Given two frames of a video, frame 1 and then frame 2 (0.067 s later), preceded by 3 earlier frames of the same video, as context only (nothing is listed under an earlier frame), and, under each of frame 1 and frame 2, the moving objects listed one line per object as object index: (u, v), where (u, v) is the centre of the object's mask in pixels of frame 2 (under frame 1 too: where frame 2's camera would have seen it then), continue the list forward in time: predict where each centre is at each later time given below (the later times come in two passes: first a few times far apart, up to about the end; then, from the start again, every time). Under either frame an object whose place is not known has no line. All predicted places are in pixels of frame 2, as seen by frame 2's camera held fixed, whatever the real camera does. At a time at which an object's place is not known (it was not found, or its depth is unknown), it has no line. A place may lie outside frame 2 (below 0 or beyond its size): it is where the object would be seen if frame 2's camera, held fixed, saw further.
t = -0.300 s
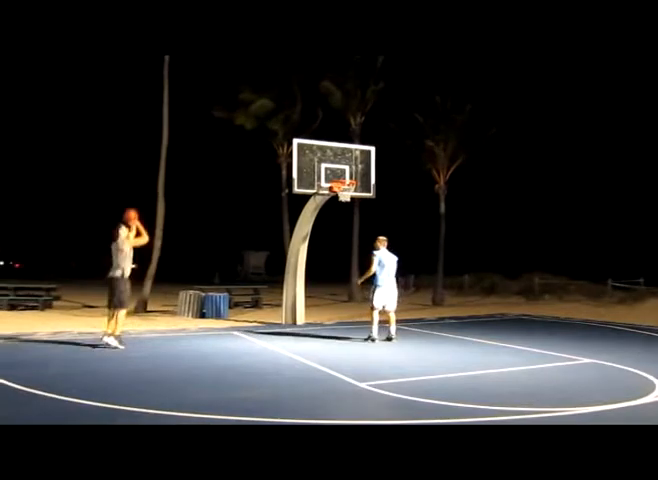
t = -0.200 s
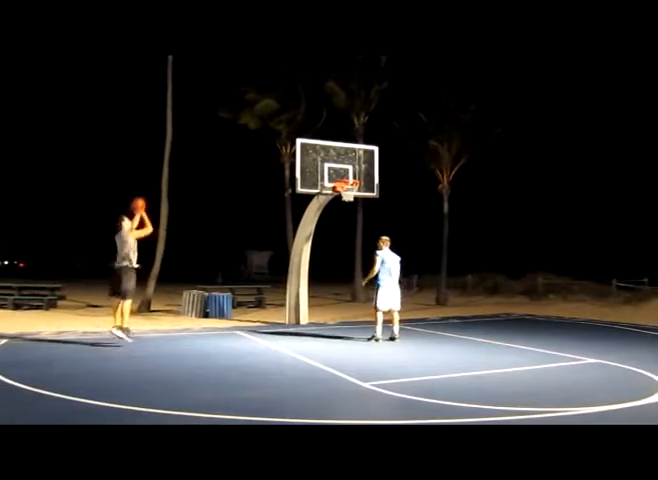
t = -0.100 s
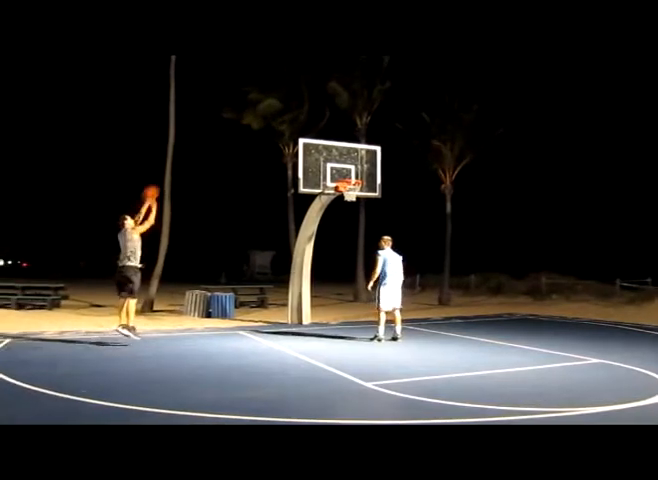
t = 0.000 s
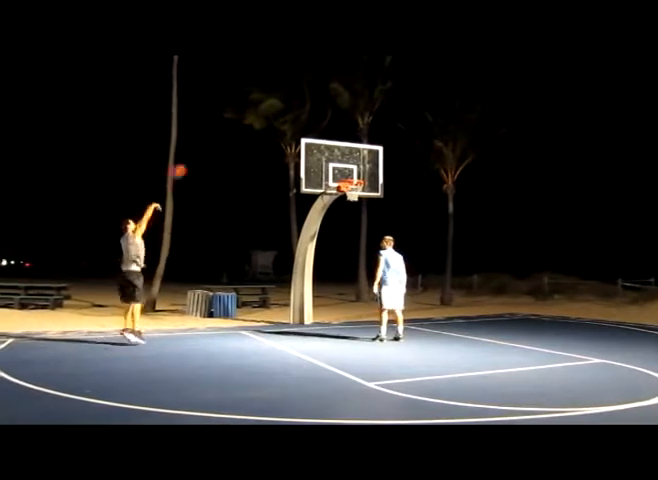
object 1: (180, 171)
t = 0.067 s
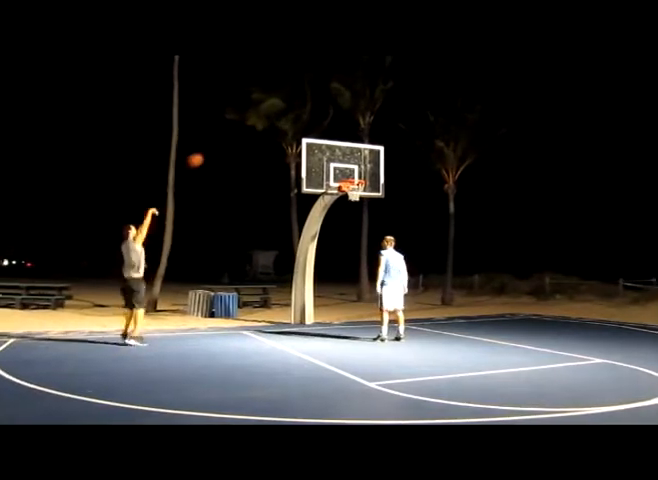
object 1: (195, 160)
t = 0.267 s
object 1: (239, 139)
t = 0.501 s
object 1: (283, 137)
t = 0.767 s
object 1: (327, 161)
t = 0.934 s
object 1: (337, 158)
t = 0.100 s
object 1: (203, 155)
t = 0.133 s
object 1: (210, 151)
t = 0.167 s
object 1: (218, 147)
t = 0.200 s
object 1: (225, 144)
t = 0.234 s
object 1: (232, 141)
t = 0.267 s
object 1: (239, 139)
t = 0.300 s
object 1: (246, 138)
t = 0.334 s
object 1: (252, 136)
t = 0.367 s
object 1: (259, 136)
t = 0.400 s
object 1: (265, 135)
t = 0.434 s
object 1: (271, 136)
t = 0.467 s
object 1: (277, 136)
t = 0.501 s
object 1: (283, 137)
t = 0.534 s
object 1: (289, 138)
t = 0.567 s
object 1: (294, 140)
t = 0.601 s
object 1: (298, 140)
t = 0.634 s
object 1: (308, 148)
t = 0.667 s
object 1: (313, 151)
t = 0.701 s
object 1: (318, 154)
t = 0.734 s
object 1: (323, 158)
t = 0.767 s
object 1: (327, 161)
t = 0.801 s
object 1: (337, 171)
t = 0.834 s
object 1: (340, 173)
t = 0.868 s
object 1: (339, 171)
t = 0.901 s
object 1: (338, 163)
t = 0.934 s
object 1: (337, 158)
